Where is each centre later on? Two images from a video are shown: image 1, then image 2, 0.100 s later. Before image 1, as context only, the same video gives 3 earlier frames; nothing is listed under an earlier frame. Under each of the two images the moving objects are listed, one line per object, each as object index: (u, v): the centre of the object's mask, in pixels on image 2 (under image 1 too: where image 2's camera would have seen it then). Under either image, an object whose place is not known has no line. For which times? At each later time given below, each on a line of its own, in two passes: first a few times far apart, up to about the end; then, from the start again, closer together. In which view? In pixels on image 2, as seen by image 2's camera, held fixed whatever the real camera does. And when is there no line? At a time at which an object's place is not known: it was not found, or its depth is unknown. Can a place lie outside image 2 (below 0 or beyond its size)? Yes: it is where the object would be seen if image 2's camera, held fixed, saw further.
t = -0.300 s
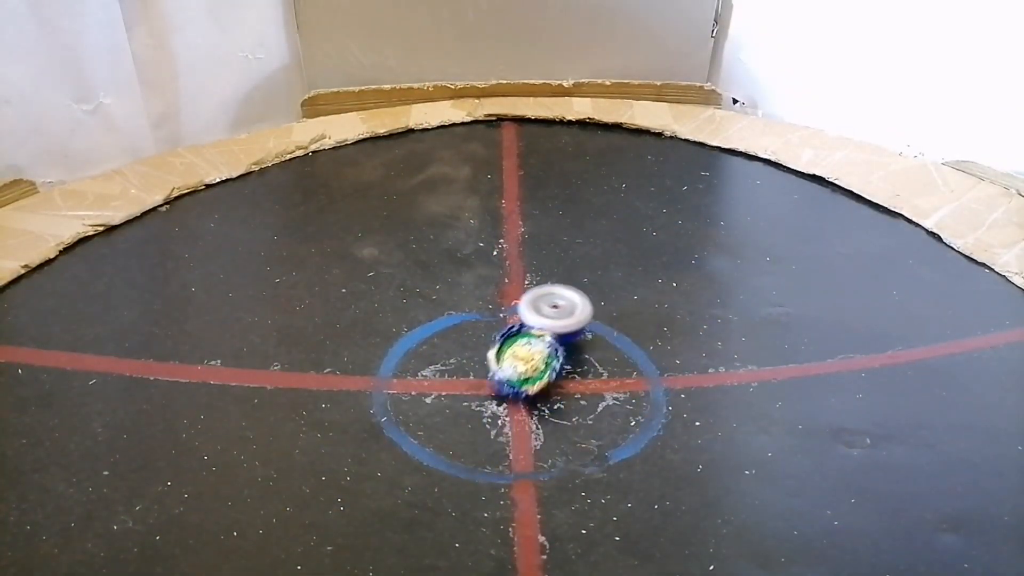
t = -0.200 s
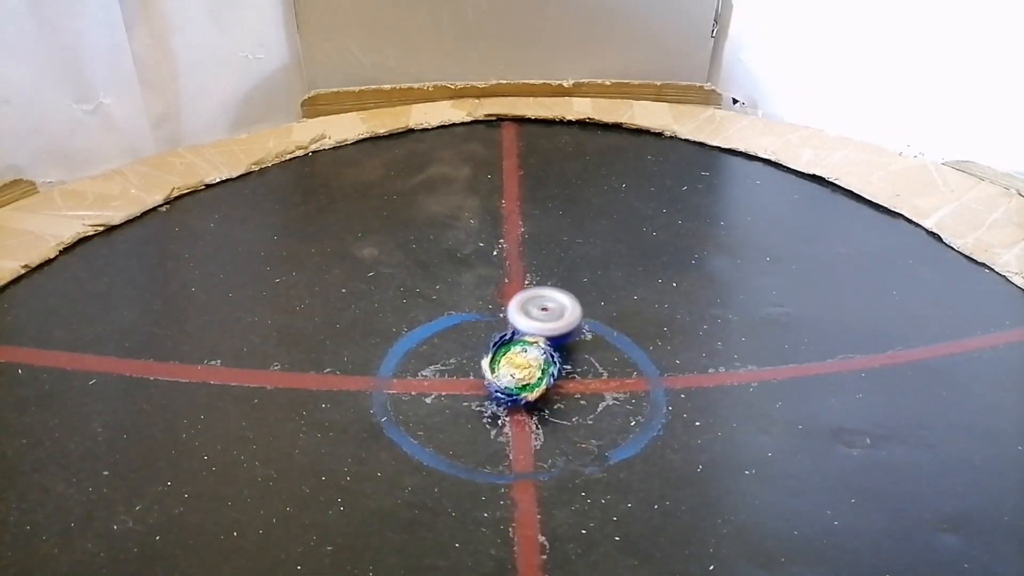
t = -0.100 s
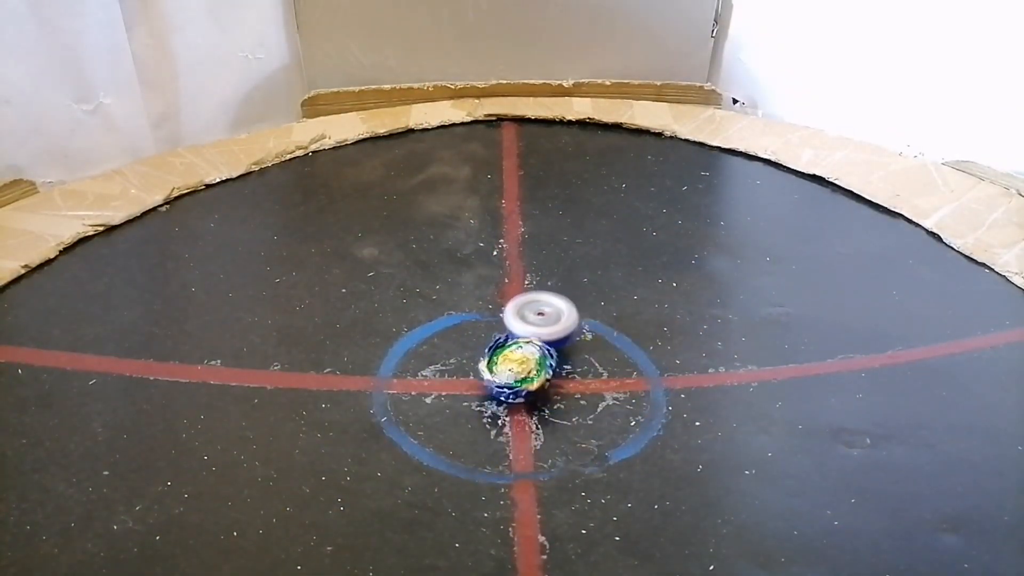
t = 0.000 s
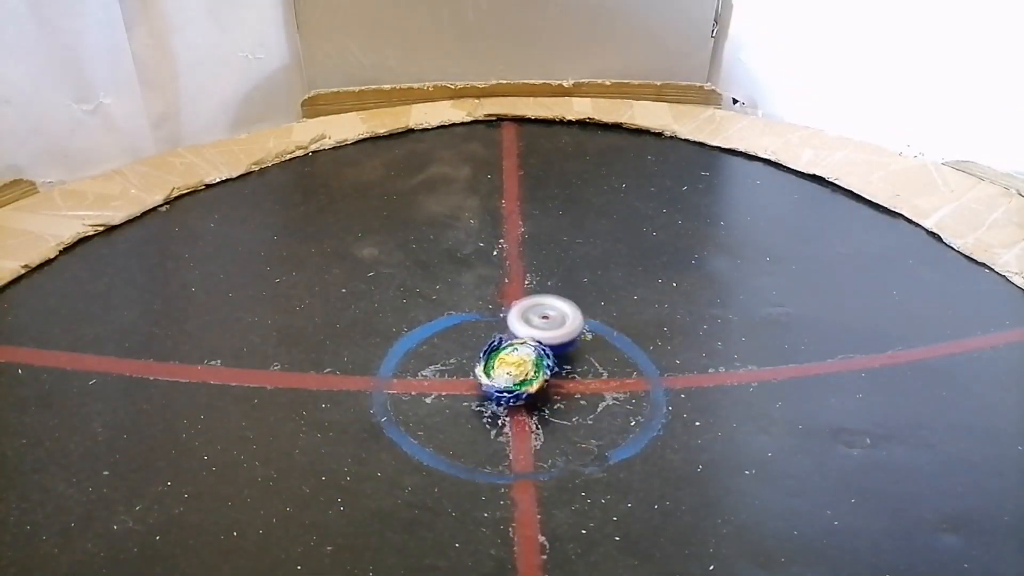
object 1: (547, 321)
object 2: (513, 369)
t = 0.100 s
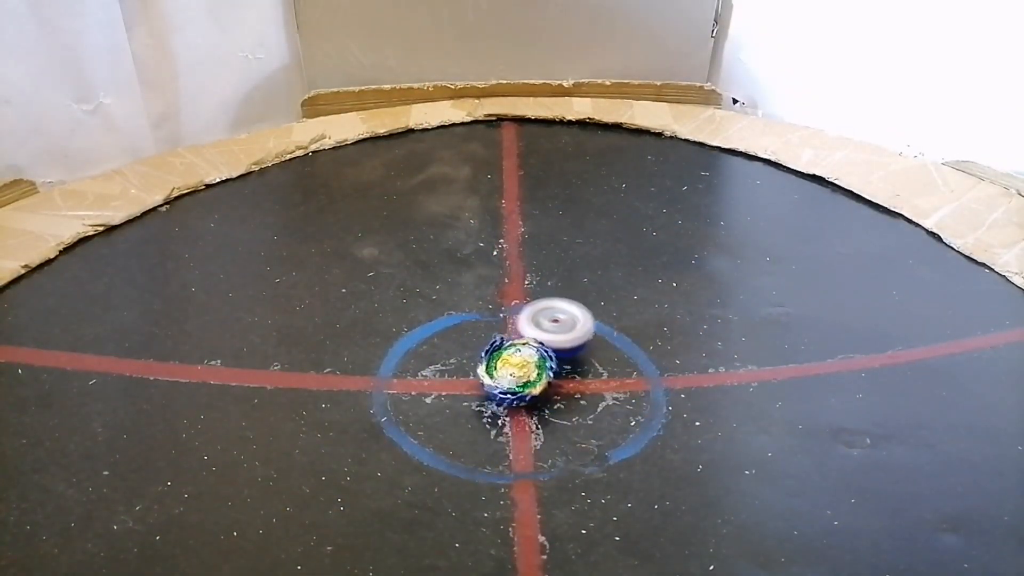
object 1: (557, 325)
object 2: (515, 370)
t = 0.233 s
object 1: (572, 330)
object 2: (519, 370)
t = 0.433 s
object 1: (591, 336)
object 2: (525, 368)
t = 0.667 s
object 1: (603, 341)
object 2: (525, 369)
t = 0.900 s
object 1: (613, 355)
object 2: (520, 369)
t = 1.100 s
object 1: (615, 368)
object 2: (519, 370)
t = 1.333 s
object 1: (629, 384)
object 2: (525, 369)
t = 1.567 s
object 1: (641, 392)
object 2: (526, 369)
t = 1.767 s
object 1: (639, 392)
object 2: (522, 370)
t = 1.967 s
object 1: (621, 389)
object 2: (521, 370)
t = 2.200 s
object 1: (593, 389)
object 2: (520, 367)
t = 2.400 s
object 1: (595, 406)
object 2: (503, 366)
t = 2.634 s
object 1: (603, 413)
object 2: (499, 358)
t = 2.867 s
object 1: (595, 403)
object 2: (508, 357)
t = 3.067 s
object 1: (575, 393)
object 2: (513, 361)
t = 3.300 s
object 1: (544, 393)
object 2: (509, 353)
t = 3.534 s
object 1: (510, 397)
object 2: (516, 347)
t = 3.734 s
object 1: (490, 402)
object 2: (517, 348)
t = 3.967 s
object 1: (481, 411)
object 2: (524, 353)
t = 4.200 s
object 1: (483, 411)
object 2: (525, 351)
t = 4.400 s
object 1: (495, 402)
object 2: (525, 351)
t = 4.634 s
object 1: (500, 395)
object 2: (530, 345)
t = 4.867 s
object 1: (499, 395)
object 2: (528, 344)
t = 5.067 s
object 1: (499, 389)
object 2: (530, 343)
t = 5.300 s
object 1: (484, 406)
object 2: (531, 344)
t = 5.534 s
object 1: (501, 416)
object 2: (531, 346)
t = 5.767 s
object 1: (524, 398)
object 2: (524, 342)
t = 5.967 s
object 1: (523, 386)
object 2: (529, 333)
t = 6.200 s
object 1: (513, 379)
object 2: (533, 330)
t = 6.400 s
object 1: (490, 385)
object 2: (533, 335)
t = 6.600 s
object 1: (484, 395)
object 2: (522, 336)
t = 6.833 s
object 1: (508, 394)
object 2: (520, 334)
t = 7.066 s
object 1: (517, 375)
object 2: (533, 328)
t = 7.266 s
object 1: (509, 384)
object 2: (529, 328)
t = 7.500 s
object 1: (522, 382)
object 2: (520, 328)
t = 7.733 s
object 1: (526, 377)
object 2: (539, 327)
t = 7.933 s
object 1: (517, 376)
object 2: (534, 327)
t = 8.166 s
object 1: (517, 382)
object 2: (539, 330)
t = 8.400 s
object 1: (530, 375)
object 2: (525, 327)
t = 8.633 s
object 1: (532, 373)
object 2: (521, 324)
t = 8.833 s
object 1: (528, 371)
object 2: (522, 323)
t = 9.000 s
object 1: (527, 376)
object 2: (520, 325)
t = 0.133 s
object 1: (561, 326)
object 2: (516, 370)
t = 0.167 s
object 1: (565, 327)
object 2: (517, 370)
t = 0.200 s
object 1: (569, 329)
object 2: (519, 370)
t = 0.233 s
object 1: (572, 330)
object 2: (519, 370)
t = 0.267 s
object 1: (575, 331)
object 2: (521, 370)
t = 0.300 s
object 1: (578, 332)
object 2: (522, 370)
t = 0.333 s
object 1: (582, 333)
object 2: (523, 369)
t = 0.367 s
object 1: (585, 334)
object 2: (524, 369)
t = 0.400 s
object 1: (588, 334)
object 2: (525, 369)
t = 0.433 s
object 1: (591, 336)
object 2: (525, 368)
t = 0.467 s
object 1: (593, 336)
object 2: (526, 368)
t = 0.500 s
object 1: (595, 336)
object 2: (526, 368)
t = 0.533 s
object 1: (596, 337)
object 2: (526, 368)
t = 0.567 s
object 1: (598, 338)
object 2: (526, 368)
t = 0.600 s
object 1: (600, 338)
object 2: (526, 368)
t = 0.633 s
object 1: (602, 339)
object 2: (526, 368)
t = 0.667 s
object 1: (603, 341)
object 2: (525, 369)
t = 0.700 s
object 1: (604, 343)
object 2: (525, 369)
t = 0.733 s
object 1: (606, 346)
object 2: (524, 369)
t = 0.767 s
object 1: (607, 348)
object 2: (523, 369)
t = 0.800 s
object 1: (608, 349)
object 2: (522, 369)
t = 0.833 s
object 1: (610, 351)
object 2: (522, 370)
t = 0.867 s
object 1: (611, 353)
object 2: (521, 369)
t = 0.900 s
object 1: (613, 355)
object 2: (520, 369)
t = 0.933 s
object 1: (614, 357)
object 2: (520, 369)
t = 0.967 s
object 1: (615, 359)
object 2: (519, 370)
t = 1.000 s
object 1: (615, 361)
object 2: (519, 370)
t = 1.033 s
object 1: (614, 363)
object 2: (519, 370)
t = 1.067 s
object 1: (615, 366)
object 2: (519, 370)
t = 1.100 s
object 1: (615, 368)
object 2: (519, 370)
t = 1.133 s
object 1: (616, 371)
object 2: (520, 370)
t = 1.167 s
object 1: (618, 373)
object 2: (521, 370)
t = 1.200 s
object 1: (620, 376)
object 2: (522, 370)
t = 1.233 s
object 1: (622, 378)
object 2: (523, 370)
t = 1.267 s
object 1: (624, 380)
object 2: (523, 370)
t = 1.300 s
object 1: (626, 382)
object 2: (524, 369)
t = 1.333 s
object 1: (629, 384)
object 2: (525, 369)
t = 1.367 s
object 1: (631, 386)
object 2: (525, 369)
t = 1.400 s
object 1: (633, 387)
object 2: (525, 369)
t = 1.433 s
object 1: (635, 388)
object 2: (526, 369)
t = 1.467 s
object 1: (637, 390)
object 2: (526, 369)
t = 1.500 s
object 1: (639, 391)
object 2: (526, 369)
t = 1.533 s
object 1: (640, 392)
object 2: (526, 369)
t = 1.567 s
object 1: (641, 392)
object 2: (526, 369)
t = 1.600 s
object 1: (641, 392)
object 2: (525, 369)
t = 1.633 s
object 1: (641, 393)
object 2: (525, 369)
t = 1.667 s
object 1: (641, 393)
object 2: (525, 369)
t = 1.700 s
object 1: (641, 393)
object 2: (524, 369)
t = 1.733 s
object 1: (640, 393)
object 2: (523, 370)
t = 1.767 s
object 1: (639, 392)
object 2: (522, 370)
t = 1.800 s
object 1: (638, 392)
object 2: (522, 370)
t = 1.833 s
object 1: (635, 391)
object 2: (521, 370)
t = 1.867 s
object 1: (632, 391)
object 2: (521, 370)
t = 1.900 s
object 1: (628, 390)
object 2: (520, 370)
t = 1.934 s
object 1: (625, 389)
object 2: (520, 370)
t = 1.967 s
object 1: (621, 389)
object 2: (521, 370)
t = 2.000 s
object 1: (617, 388)
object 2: (521, 370)
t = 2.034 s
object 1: (614, 388)
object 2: (521, 370)
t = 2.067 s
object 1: (609, 387)
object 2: (522, 370)
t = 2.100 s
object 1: (605, 387)
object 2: (523, 370)
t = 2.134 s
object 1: (600, 387)
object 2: (522, 370)
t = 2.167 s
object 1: (596, 387)
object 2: (522, 369)
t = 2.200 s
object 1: (593, 389)
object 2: (520, 367)
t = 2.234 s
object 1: (591, 391)
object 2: (519, 367)
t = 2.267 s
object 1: (588, 392)
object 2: (518, 367)
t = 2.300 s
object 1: (589, 395)
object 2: (515, 366)
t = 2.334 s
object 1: (592, 399)
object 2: (510, 366)
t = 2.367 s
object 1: (593, 403)
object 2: (506, 366)
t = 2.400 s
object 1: (595, 406)
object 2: (503, 366)
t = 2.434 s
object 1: (596, 408)
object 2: (500, 365)
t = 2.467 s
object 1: (598, 410)
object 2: (499, 363)
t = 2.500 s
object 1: (599, 412)
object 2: (498, 362)
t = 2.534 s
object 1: (600, 413)
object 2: (497, 361)
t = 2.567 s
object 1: (602, 414)
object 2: (498, 360)
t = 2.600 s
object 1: (603, 414)
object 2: (498, 359)
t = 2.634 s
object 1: (603, 413)
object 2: (499, 358)
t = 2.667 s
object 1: (602, 412)
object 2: (499, 357)
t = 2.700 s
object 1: (602, 410)
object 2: (500, 357)
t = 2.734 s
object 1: (601, 408)
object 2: (501, 357)
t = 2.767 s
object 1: (600, 407)
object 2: (503, 357)
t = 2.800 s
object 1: (599, 406)
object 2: (504, 357)
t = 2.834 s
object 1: (597, 404)
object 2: (506, 357)
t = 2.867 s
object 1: (595, 403)
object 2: (508, 357)
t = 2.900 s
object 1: (592, 401)
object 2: (511, 358)
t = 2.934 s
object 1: (589, 399)
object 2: (513, 359)
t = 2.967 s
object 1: (586, 398)
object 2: (515, 359)
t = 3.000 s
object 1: (583, 396)
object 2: (515, 360)
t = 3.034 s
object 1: (579, 395)
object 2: (514, 360)
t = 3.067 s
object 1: (575, 393)
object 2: (513, 361)
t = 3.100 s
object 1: (571, 392)
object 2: (510, 361)
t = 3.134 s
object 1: (567, 392)
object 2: (507, 360)
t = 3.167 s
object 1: (564, 393)
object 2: (506, 358)
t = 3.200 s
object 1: (560, 394)
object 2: (505, 356)
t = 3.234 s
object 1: (555, 394)
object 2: (505, 356)
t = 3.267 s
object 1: (550, 394)
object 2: (508, 355)
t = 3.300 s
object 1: (544, 393)
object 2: (509, 353)
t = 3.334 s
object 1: (540, 393)
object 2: (510, 351)
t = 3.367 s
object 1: (535, 394)
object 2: (510, 350)
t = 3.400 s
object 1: (529, 394)
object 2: (511, 349)
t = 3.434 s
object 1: (525, 395)
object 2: (513, 348)
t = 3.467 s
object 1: (519, 396)
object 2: (515, 347)
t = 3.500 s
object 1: (514, 397)
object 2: (515, 347)
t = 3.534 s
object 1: (510, 397)
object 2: (516, 347)
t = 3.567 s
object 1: (506, 398)
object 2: (517, 347)
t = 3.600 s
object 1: (503, 398)
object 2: (517, 347)
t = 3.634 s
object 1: (499, 399)
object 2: (517, 347)
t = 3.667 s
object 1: (495, 400)
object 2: (517, 347)
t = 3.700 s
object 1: (493, 401)
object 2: (517, 347)
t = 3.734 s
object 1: (490, 402)
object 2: (517, 348)
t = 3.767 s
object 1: (488, 404)
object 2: (517, 349)
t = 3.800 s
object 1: (486, 405)
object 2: (519, 350)
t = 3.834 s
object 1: (484, 406)
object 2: (520, 351)
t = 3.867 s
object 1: (483, 408)
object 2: (521, 351)
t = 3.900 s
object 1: (482, 409)
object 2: (522, 352)
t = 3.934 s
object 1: (482, 410)
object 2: (523, 352)
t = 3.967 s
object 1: (481, 411)
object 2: (524, 353)
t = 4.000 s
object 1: (481, 411)
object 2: (525, 352)
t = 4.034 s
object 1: (481, 412)
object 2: (525, 352)
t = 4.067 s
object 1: (482, 412)
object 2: (525, 351)
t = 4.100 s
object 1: (482, 412)
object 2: (525, 351)
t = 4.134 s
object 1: (482, 412)
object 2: (525, 351)
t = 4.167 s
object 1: (482, 411)
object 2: (525, 351)
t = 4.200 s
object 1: (483, 411)
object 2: (525, 351)
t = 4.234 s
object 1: (485, 410)
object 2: (525, 351)
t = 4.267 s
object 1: (486, 409)
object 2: (525, 351)
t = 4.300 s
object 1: (488, 408)
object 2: (525, 351)
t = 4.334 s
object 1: (491, 406)
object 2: (525, 351)
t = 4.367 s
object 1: (493, 404)
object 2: (525, 351)
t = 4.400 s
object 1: (495, 402)
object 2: (525, 351)
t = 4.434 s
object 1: (497, 400)
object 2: (526, 350)
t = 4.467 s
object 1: (499, 398)
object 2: (526, 349)
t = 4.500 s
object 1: (501, 395)
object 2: (526, 348)
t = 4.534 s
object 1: (500, 394)
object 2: (527, 346)
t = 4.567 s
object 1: (500, 394)
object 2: (528, 345)
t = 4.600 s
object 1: (500, 395)
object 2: (528, 344)
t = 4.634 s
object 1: (500, 395)
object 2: (530, 345)
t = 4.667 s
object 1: (501, 395)
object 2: (529, 345)
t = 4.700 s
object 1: (500, 395)
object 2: (529, 345)
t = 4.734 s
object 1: (499, 396)
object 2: (528, 345)
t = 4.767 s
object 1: (499, 396)
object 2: (528, 344)
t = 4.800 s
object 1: (498, 396)
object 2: (528, 344)
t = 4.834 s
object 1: (499, 396)
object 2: (528, 344)
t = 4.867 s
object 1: (499, 395)
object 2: (528, 344)
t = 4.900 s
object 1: (500, 394)
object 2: (528, 344)
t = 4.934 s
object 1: (500, 393)
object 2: (529, 345)
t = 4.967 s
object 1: (501, 392)
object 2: (529, 344)
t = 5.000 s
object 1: (501, 391)
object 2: (530, 344)
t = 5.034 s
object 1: (500, 389)
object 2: (530, 343)
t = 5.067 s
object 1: (499, 389)
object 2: (530, 343)
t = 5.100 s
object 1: (495, 390)
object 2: (531, 342)
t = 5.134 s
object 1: (491, 392)
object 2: (531, 343)
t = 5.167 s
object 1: (489, 395)
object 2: (532, 344)
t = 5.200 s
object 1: (486, 398)
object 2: (532, 345)
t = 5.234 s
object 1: (484, 400)
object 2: (531, 345)
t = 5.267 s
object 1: (483, 403)
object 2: (531, 345)
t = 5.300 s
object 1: (484, 406)
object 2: (531, 344)
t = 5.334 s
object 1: (484, 409)
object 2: (531, 344)
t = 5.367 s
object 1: (485, 411)
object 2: (531, 344)
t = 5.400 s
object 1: (487, 414)
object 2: (531, 344)
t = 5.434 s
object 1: (490, 415)
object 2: (531, 345)
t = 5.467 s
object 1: (493, 416)
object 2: (531, 345)
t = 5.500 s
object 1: (496, 416)
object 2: (531, 345)
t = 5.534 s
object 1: (501, 416)
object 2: (531, 346)
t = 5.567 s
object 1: (505, 415)
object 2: (531, 347)
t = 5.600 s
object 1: (510, 414)
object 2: (529, 346)
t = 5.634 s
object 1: (514, 411)
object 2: (528, 346)
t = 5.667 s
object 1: (518, 408)
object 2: (527, 345)
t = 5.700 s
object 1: (521, 405)
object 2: (525, 344)
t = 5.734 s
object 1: (522, 403)
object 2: (524, 343)
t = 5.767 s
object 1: (524, 398)
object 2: (524, 342)
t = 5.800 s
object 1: (525, 394)
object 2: (524, 340)
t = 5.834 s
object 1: (525, 390)
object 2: (524, 339)
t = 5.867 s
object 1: (525, 387)
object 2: (524, 337)
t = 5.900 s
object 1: (524, 387)
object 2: (526, 336)
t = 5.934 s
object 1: (523, 387)
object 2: (527, 334)
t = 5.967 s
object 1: (523, 386)
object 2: (529, 333)
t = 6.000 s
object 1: (523, 385)
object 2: (532, 333)
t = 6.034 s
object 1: (523, 384)
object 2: (534, 332)
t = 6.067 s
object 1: (522, 383)
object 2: (533, 331)
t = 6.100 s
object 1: (520, 382)
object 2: (532, 330)
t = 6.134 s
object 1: (518, 381)
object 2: (532, 330)
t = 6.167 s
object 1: (515, 380)
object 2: (532, 330)
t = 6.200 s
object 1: (513, 379)
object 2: (533, 330)
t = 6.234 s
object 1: (509, 379)
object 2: (533, 331)
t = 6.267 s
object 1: (506, 380)
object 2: (533, 331)
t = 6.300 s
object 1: (502, 381)
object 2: (534, 332)
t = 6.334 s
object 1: (498, 382)
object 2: (534, 333)
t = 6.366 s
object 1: (494, 383)
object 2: (533, 334)
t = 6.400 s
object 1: (490, 385)
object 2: (533, 335)
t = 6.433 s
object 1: (487, 387)
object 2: (531, 337)
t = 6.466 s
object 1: (484, 389)
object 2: (530, 337)
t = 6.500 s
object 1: (484, 391)
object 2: (528, 337)
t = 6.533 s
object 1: (483, 392)
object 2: (525, 337)
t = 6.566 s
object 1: (483, 393)
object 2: (523, 336)
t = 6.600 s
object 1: (484, 395)
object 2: (522, 336)
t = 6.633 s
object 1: (485, 396)
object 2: (521, 336)
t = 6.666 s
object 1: (488, 397)
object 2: (520, 336)
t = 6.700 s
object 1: (492, 397)
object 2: (519, 336)
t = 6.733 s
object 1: (496, 398)
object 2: (519, 336)
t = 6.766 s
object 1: (500, 397)
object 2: (519, 336)
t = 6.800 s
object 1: (505, 396)
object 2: (519, 335)
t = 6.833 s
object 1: (508, 394)
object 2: (520, 334)
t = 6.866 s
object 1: (511, 392)
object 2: (521, 334)
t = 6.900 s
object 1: (514, 389)
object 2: (522, 334)
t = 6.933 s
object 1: (517, 386)
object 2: (523, 333)
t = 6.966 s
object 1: (520, 381)
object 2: (525, 331)
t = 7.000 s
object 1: (521, 378)
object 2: (527, 329)
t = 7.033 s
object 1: (520, 376)
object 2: (530, 328)
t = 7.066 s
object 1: (517, 375)
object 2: (533, 328)
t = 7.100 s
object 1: (515, 376)
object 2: (535, 328)
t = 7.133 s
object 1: (513, 378)
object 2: (535, 329)
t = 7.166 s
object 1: (512, 379)
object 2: (534, 329)
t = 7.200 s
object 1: (511, 381)
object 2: (532, 328)
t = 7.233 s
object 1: (510, 382)
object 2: (531, 327)
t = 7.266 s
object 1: (509, 384)
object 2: (529, 328)
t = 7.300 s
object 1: (510, 385)
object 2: (526, 328)
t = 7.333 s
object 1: (510, 386)
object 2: (523, 328)
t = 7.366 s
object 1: (512, 387)
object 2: (522, 328)
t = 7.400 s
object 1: (514, 387)
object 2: (520, 329)
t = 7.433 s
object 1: (518, 385)
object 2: (519, 328)
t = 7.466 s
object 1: (520, 383)
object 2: (519, 328)
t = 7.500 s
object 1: (522, 382)
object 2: (520, 328)
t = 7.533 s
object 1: (524, 380)
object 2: (522, 328)
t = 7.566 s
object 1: (526, 377)
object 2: (526, 327)
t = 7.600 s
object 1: (527, 376)
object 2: (529, 327)
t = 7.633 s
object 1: (527, 377)
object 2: (535, 328)
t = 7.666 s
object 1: (527, 377)
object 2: (539, 328)
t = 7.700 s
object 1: (526, 377)
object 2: (540, 328)
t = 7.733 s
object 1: (526, 377)
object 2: (539, 327)
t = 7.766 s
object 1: (525, 377)
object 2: (538, 327)
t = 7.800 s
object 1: (524, 377)
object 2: (537, 327)
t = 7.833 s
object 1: (523, 377)
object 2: (536, 327)
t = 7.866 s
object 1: (522, 376)
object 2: (535, 326)
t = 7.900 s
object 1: (519, 376)
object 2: (534, 326)
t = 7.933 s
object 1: (517, 376)
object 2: (534, 327)
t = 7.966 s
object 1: (515, 377)
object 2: (535, 327)
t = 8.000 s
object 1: (514, 377)
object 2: (535, 328)
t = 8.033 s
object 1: (514, 379)
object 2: (536, 328)
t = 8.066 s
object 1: (514, 380)
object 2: (537, 329)
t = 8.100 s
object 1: (514, 381)
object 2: (538, 330)
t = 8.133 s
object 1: (515, 382)
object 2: (539, 330)
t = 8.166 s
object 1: (517, 382)
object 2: (539, 330)
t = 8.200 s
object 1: (518, 382)
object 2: (539, 330)
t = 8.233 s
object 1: (520, 382)
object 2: (539, 329)
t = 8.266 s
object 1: (522, 381)
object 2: (534, 330)
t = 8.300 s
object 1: (525, 379)
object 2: (531, 328)
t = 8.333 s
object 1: (527, 377)
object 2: (528, 328)
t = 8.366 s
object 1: (529, 376)
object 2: (527, 327)
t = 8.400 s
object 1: (530, 375)
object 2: (525, 327)
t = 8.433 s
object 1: (531, 375)
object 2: (522, 326)
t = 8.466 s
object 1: (531, 375)
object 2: (521, 326)
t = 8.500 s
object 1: (531, 374)
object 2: (520, 325)
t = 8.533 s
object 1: (531, 374)
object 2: (520, 324)
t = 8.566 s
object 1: (531, 373)
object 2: (520, 324)
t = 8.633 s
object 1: (532, 373)
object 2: (521, 324)
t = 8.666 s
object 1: (531, 373)
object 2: (521, 324)
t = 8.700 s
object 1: (531, 372)
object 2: (522, 324)
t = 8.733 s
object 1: (530, 372)
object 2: (522, 324)
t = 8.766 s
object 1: (530, 372)
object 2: (523, 323)
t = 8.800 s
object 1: (529, 371)
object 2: (523, 323)
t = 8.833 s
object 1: (528, 371)
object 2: (522, 323)
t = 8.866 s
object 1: (528, 371)
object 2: (522, 323)
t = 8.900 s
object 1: (527, 372)
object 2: (522, 324)
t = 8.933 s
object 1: (526, 373)
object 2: (521, 324)
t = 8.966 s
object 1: (527, 375)
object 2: (520, 325)
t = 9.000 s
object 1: (527, 376)
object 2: (520, 325)
